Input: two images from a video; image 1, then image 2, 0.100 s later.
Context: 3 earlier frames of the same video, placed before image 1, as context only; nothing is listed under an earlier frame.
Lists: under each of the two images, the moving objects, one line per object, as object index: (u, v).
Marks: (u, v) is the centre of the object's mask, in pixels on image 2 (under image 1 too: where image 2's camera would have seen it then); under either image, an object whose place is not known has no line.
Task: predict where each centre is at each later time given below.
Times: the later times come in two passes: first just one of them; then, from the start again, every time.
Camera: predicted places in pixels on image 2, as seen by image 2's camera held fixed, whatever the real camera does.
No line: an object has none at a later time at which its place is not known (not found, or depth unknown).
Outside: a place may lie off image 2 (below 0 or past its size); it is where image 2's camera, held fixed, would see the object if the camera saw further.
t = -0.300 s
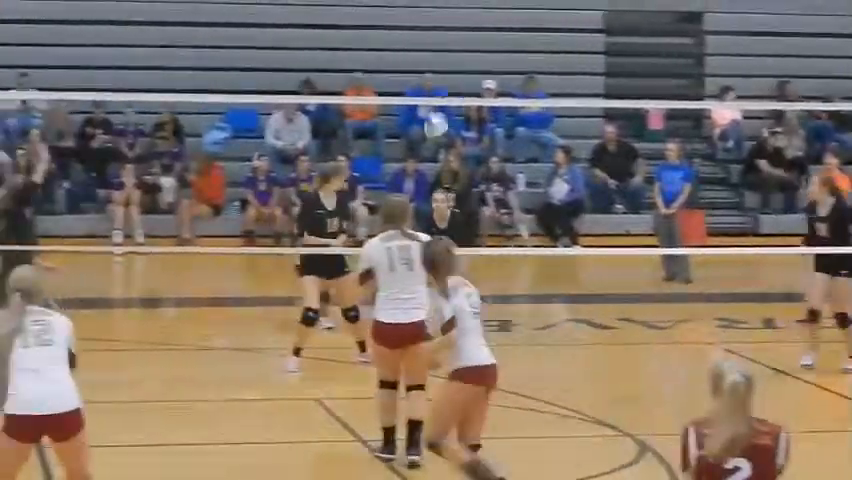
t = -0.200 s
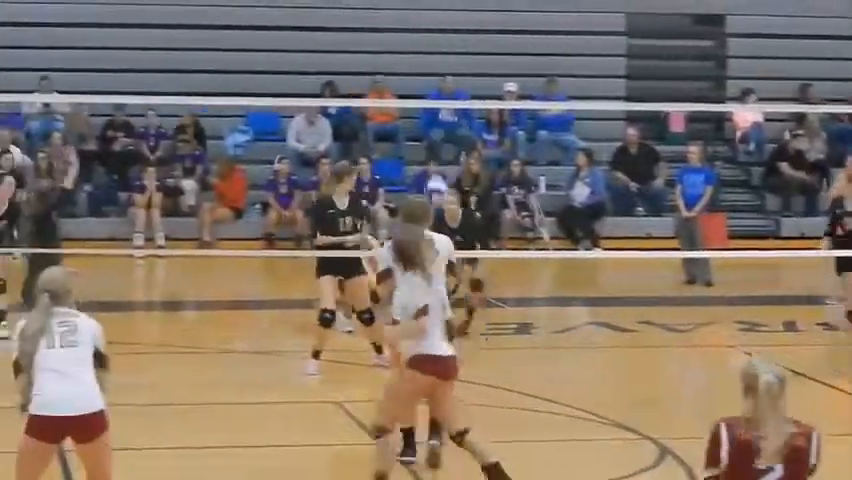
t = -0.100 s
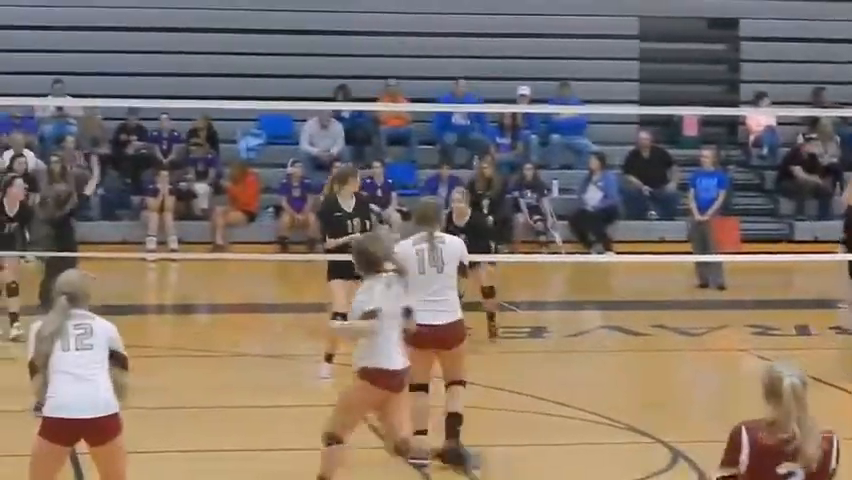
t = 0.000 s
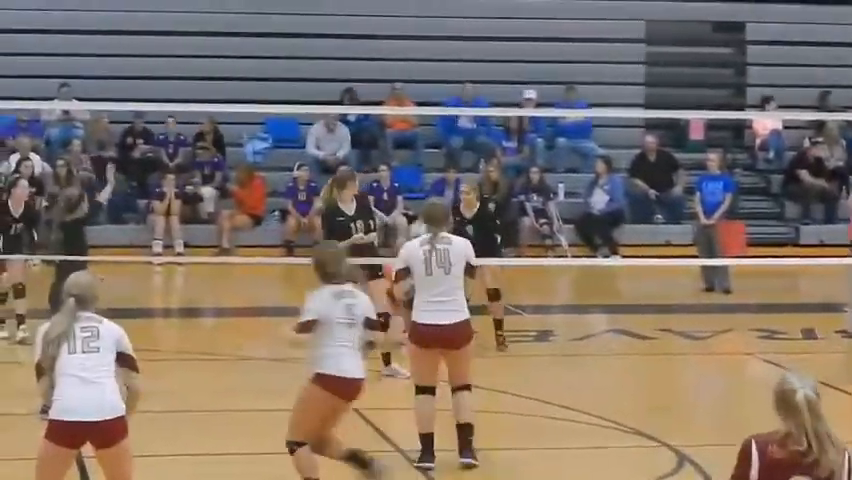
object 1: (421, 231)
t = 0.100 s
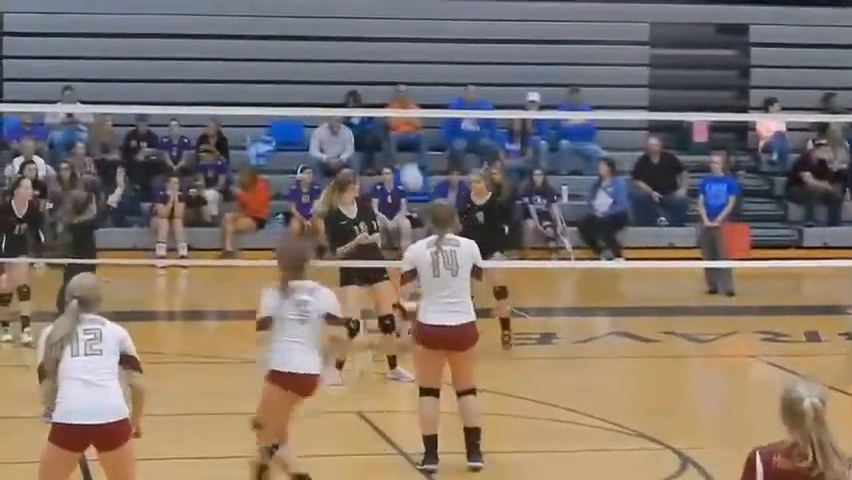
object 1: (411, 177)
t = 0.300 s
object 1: (382, 87)
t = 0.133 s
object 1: (405, 160)
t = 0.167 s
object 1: (401, 144)
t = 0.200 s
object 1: (397, 125)
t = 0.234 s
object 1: (391, 104)
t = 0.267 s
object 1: (388, 97)
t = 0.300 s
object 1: (382, 87)
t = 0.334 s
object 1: (376, 74)
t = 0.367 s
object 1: (371, 63)
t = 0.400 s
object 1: (366, 54)
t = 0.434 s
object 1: (360, 43)
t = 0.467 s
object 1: (354, 40)
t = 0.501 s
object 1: (349, 33)
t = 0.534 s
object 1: (341, 28)
